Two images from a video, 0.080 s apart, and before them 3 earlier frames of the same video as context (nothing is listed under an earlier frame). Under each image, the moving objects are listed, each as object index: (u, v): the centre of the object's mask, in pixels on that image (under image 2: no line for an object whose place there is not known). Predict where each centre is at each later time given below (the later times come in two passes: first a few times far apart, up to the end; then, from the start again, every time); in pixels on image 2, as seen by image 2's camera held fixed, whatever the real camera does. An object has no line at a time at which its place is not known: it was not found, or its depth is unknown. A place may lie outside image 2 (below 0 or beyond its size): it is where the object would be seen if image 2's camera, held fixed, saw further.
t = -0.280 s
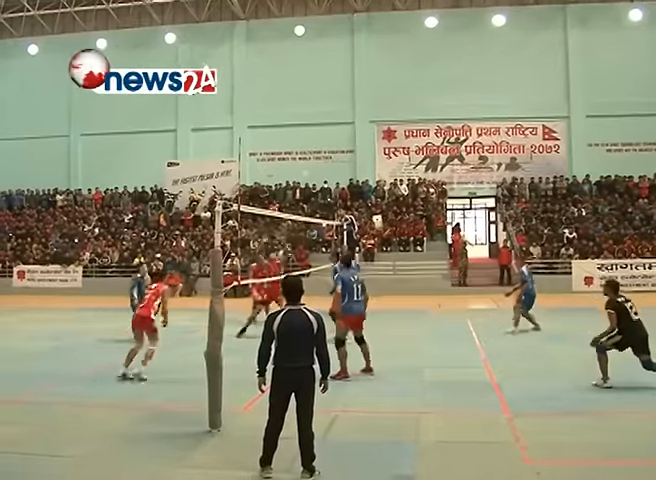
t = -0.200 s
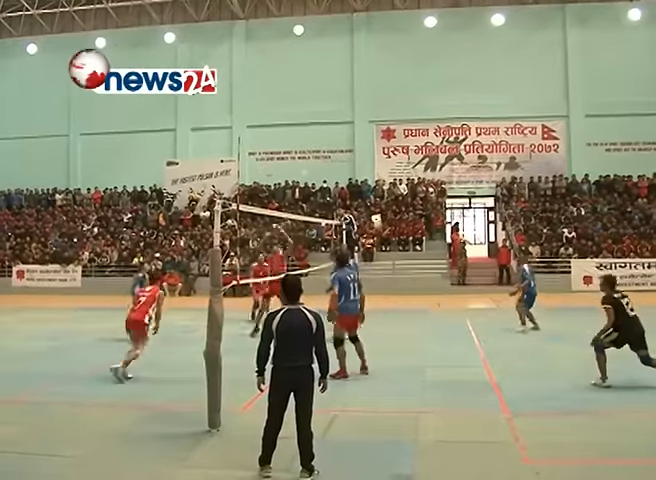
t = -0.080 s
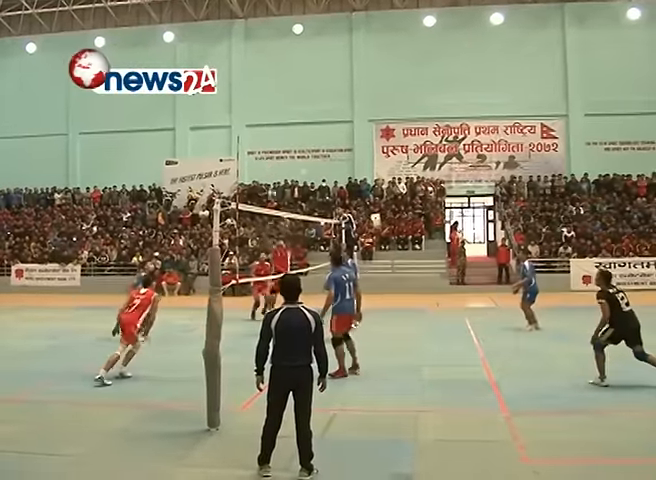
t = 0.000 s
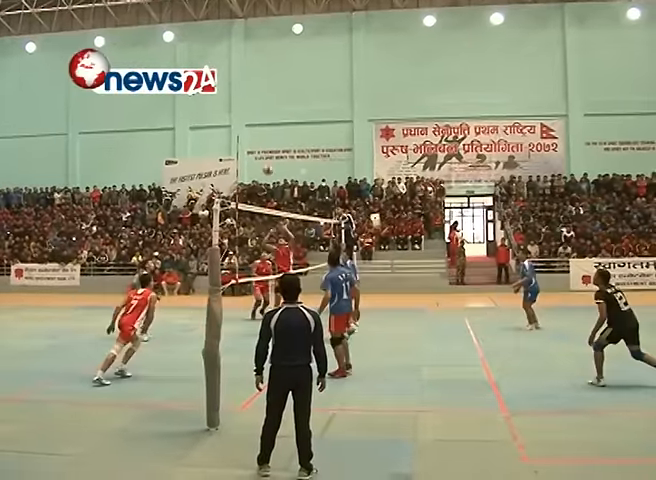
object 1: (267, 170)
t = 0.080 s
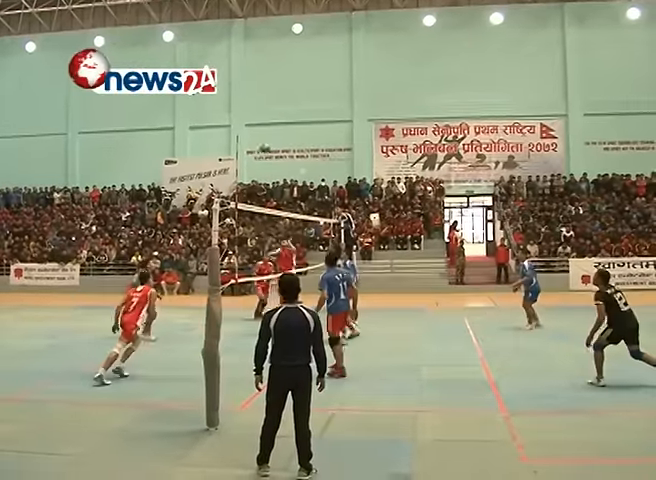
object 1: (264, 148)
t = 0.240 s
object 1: (257, 112)
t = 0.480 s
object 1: (249, 81)
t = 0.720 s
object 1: (238, 78)
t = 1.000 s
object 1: (227, 112)
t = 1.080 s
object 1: (223, 132)
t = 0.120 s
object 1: (264, 138)
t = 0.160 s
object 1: (261, 128)
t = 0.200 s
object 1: (259, 120)
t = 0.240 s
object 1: (257, 112)
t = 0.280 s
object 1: (256, 106)
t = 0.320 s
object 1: (254, 99)
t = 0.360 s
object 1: (253, 93)
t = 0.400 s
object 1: (251, 88)
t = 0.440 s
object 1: (250, 84)
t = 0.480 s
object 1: (249, 81)
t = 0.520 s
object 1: (247, 79)
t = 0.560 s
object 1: (245, 77)
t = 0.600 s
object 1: (244, 76)
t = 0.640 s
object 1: (242, 75)
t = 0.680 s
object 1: (240, 76)
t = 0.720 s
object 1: (238, 78)
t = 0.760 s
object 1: (237, 79)
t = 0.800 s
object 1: (235, 83)
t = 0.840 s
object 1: (235, 87)
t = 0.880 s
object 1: (232, 93)
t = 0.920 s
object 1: (230, 98)
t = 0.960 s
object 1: (229, 104)
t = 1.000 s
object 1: (227, 112)
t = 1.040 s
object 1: (225, 121)
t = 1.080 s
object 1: (223, 132)
